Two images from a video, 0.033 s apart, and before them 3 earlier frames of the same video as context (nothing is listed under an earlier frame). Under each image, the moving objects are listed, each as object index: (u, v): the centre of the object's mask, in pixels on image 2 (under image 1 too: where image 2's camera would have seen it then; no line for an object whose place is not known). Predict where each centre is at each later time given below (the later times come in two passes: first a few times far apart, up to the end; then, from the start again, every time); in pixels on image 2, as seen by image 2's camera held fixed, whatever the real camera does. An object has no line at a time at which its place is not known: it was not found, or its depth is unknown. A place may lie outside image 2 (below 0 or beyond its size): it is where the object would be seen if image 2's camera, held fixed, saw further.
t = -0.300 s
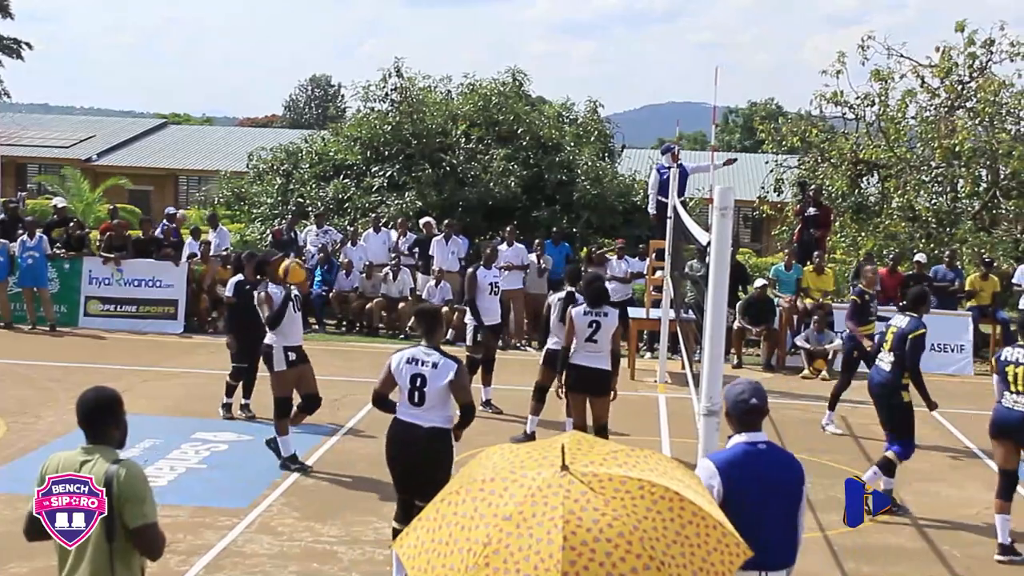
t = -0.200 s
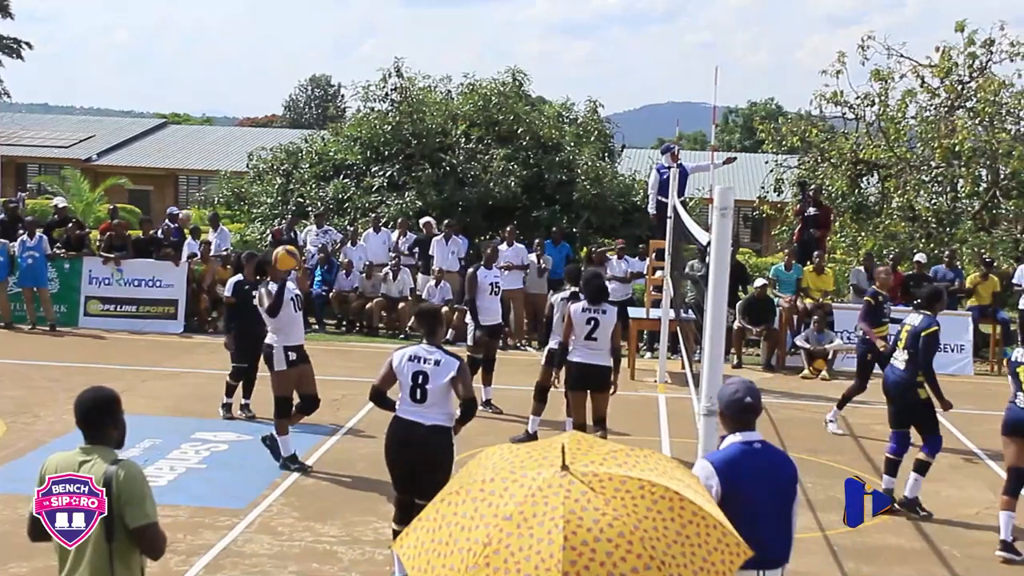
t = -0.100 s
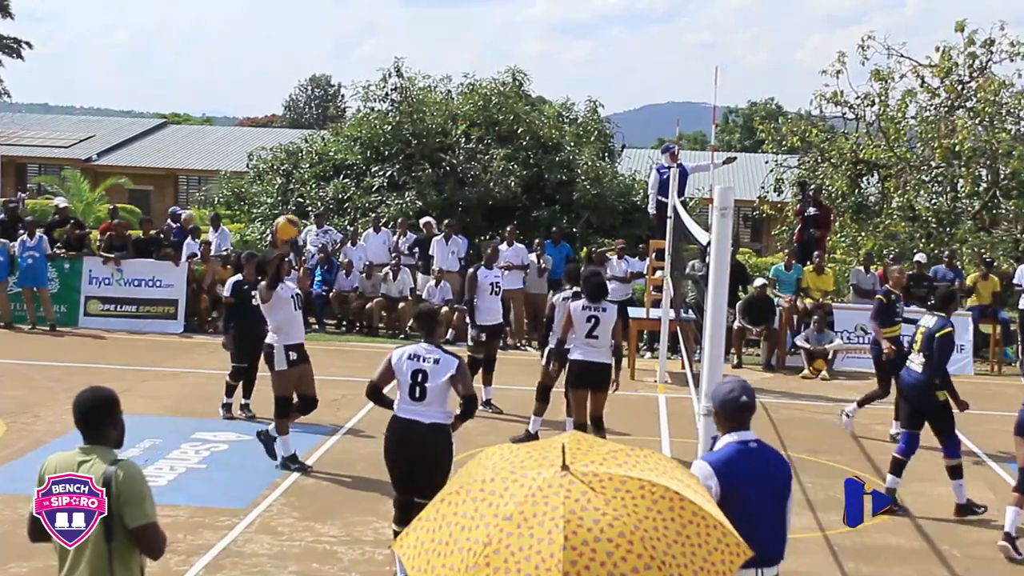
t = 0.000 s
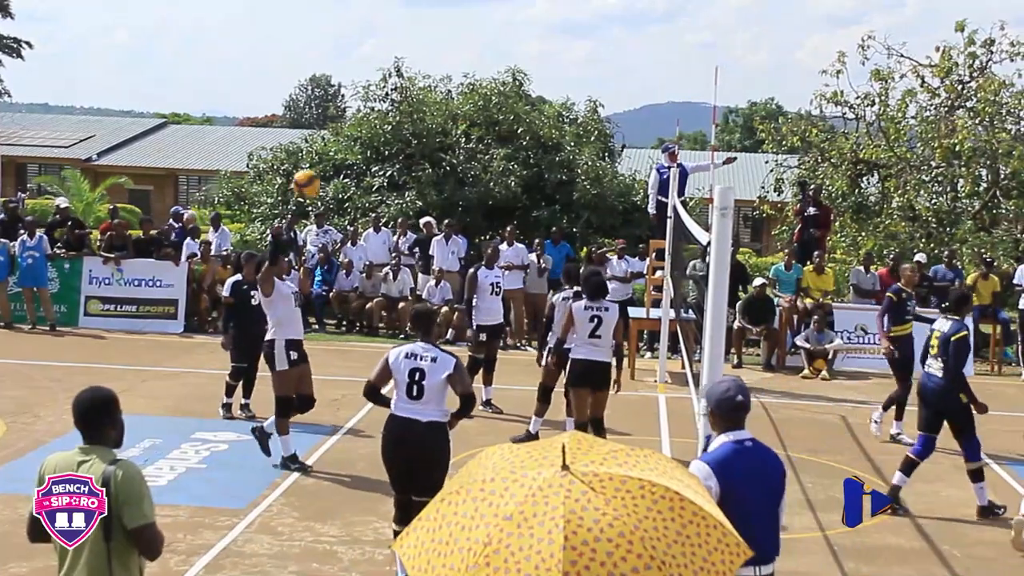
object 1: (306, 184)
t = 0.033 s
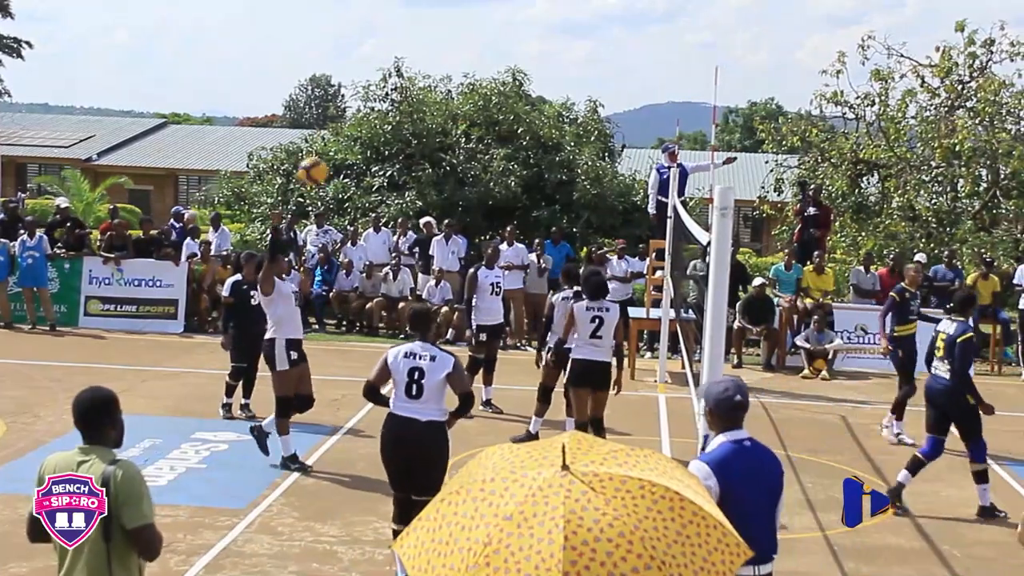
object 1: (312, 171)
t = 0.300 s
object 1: (370, 116)
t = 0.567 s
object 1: (431, 169)
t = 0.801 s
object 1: (491, 336)
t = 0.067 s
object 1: (319, 160)
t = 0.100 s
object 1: (326, 149)
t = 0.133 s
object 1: (333, 140)
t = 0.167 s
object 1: (340, 132)
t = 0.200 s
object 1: (347, 126)
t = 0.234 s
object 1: (354, 122)
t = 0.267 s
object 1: (362, 119)
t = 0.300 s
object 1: (370, 116)
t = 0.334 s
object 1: (376, 118)
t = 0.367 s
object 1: (385, 119)
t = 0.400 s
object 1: (392, 123)
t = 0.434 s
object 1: (400, 128)
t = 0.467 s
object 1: (408, 135)
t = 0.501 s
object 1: (416, 144)
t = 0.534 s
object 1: (424, 156)
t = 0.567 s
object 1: (431, 169)
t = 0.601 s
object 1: (440, 185)
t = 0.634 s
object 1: (448, 203)
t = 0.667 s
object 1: (457, 223)
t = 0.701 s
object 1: (466, 247)
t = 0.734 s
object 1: (474, 274)
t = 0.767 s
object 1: (482, 303)
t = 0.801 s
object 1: (491, 336)
